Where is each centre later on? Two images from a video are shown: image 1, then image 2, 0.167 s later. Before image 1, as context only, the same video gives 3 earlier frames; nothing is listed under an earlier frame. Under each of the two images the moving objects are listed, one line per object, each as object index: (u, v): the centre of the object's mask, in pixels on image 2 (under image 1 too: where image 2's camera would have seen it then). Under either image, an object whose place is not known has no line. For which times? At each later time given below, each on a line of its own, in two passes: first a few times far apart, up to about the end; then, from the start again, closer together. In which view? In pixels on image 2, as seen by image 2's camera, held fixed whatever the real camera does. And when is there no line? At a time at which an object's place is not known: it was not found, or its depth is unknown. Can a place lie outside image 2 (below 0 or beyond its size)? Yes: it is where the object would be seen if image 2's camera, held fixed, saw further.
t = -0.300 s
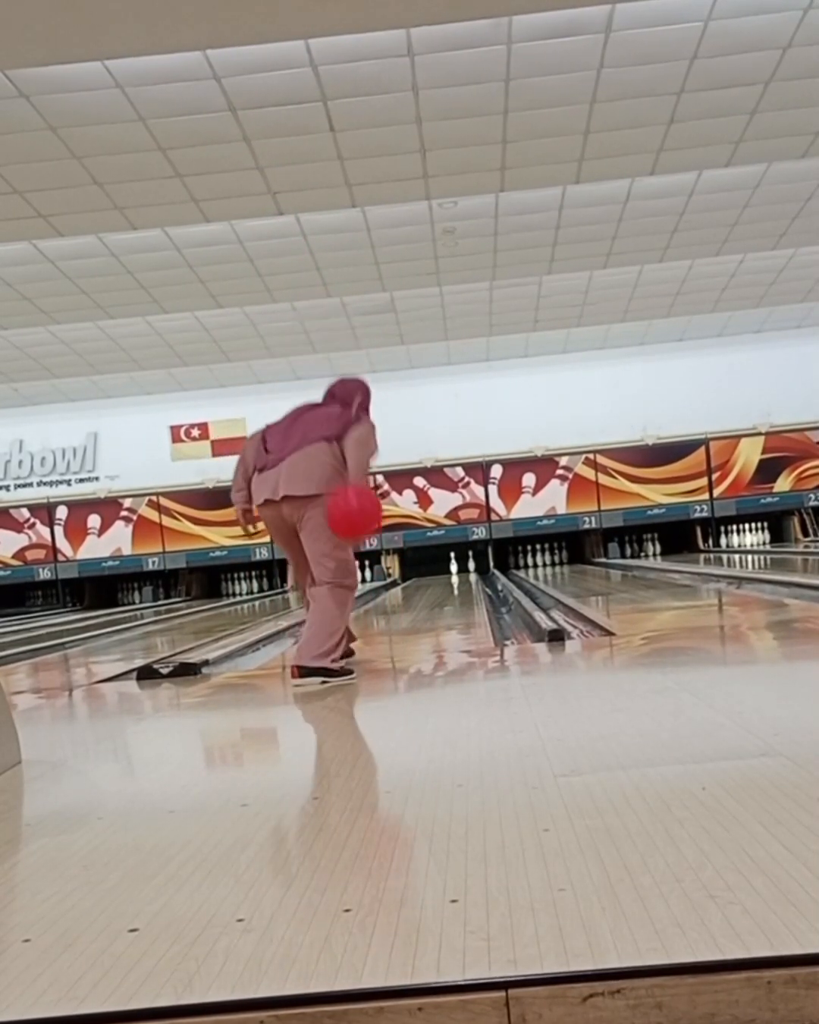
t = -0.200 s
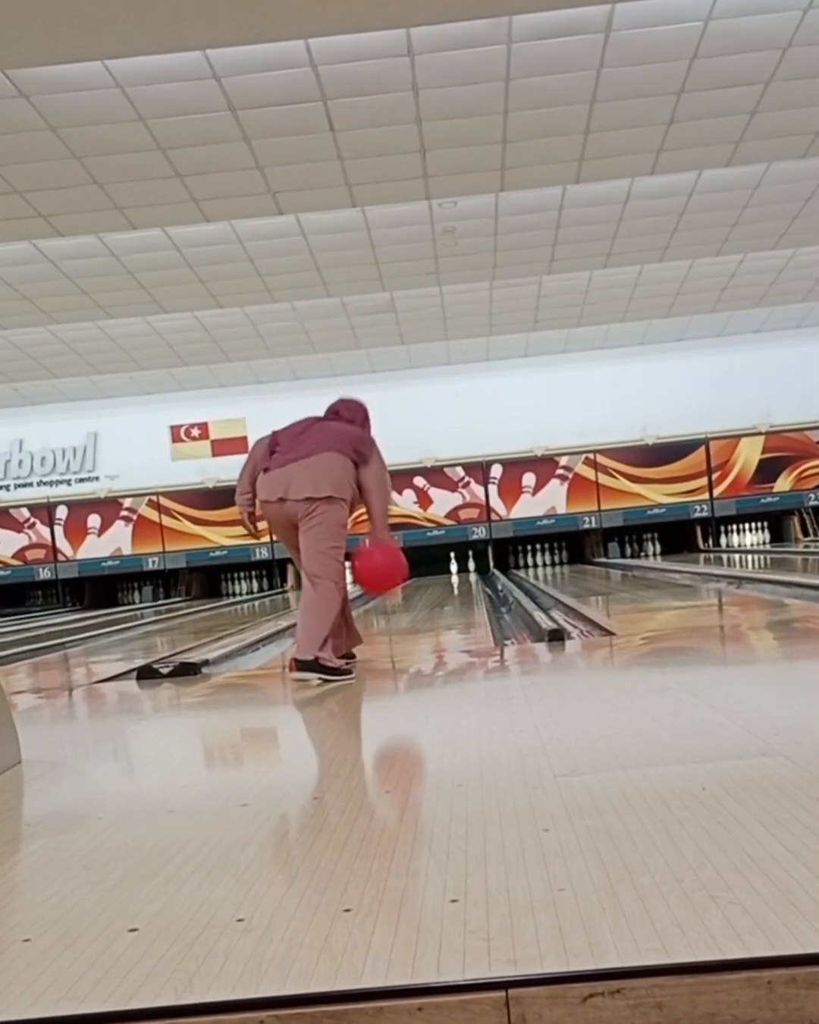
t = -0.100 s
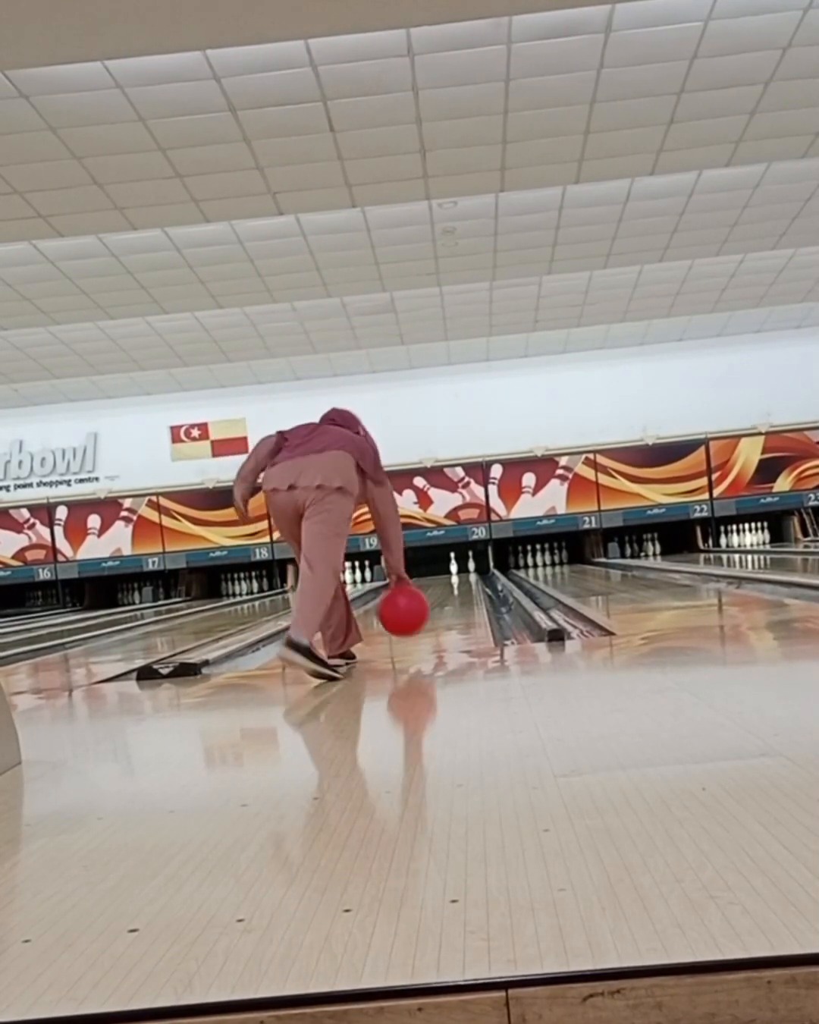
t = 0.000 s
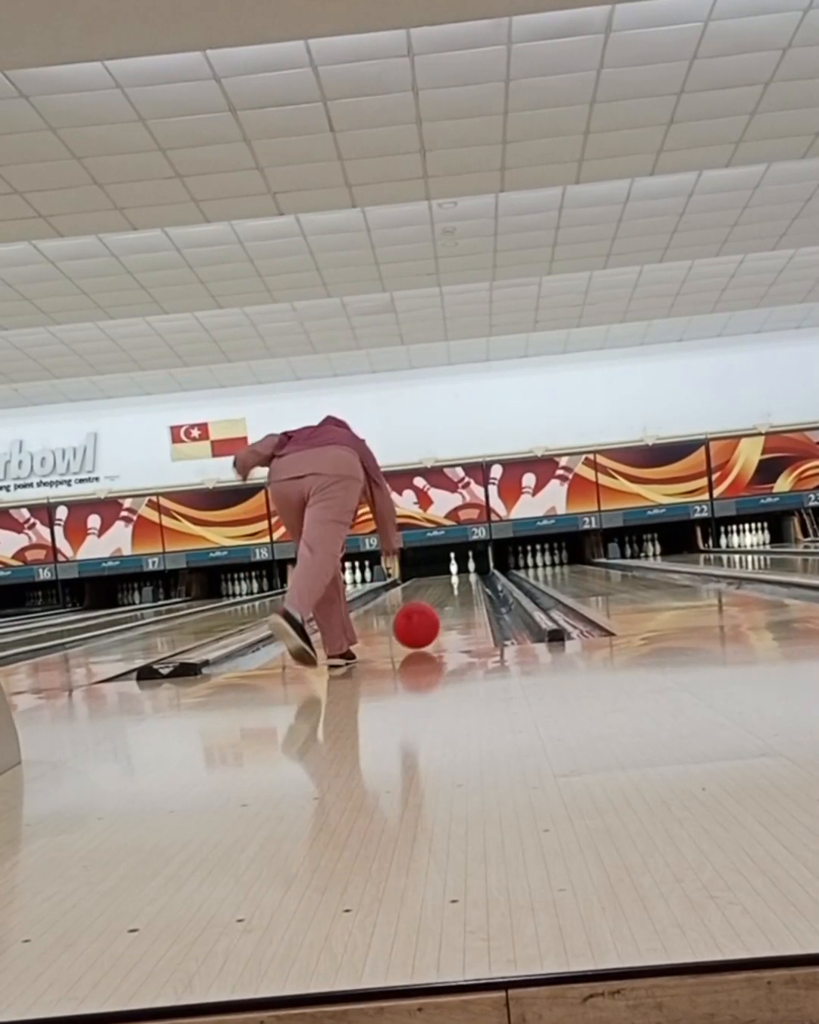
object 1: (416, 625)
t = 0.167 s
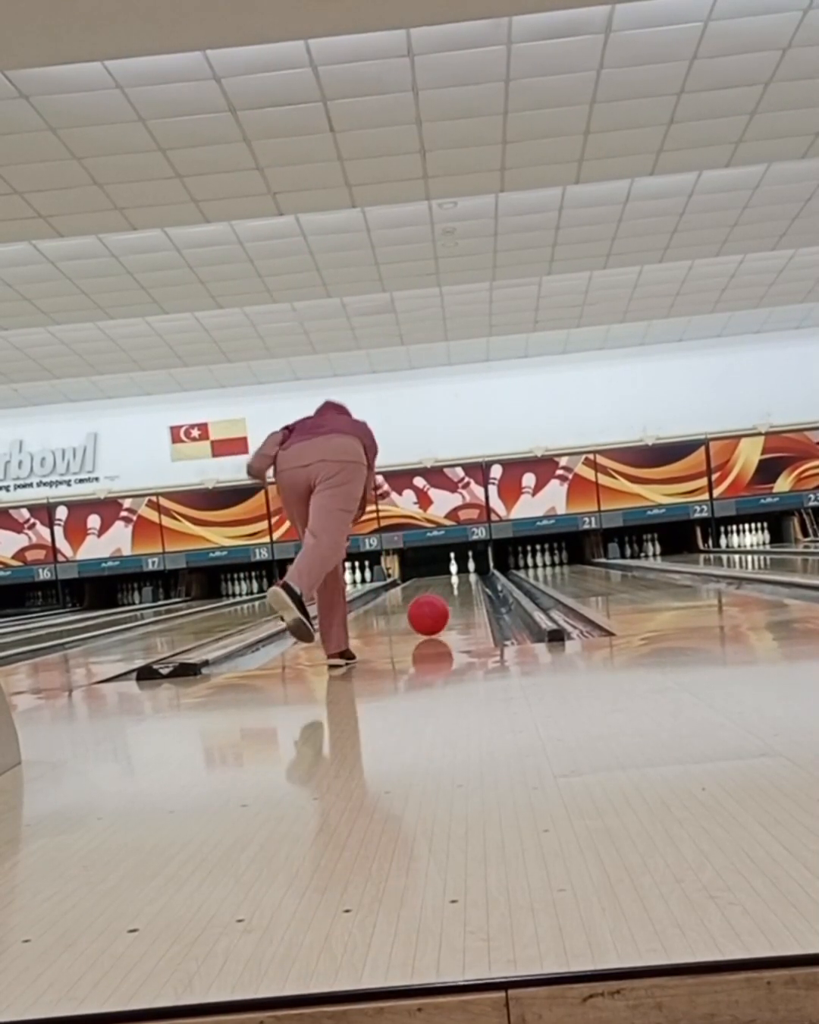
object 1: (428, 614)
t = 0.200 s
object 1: (430, 613)
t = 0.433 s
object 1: (443, 604)
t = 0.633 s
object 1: (451, 597)
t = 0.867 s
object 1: (458, 591)
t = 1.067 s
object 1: (462, 587)
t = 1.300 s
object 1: (467, 583)
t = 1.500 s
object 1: (469, 581)
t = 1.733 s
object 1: (472, 578)
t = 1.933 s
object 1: (474, 576)
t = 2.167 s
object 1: (477, 574)
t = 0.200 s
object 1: (430, 613)
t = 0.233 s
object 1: (432, 612)
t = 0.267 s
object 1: (435, 611)
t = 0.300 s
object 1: (436, 609)
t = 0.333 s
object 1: (438, 607)
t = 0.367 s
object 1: (440, 606)
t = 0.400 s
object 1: (441, 605)
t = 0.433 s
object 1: (443, 604)
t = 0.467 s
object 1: (444, 602)
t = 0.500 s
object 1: (446, 601)
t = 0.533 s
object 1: (447, 600)
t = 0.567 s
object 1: (448, 599)
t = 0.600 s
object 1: (450, 598)
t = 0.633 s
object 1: (451, 597)
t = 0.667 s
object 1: (452, 596)
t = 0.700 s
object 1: (453, 595)
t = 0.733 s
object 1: (454, 594)
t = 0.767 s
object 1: (455, 593)
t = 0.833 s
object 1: (457, 592)
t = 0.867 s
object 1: (458, 591)
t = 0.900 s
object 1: (458, 590)
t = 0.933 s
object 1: (459, 590)
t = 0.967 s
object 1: (460, 589)
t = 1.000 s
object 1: (461, 589)
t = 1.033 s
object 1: (462, 588)
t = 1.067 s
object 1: (462, 587)
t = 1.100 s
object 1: (463, 587)
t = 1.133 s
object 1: (464, 586)
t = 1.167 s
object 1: (465, 585)
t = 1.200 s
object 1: (465, 585)
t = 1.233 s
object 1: (466, 584)
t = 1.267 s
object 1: (467, 584)
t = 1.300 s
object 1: (467, 583)
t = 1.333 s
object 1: (467, 583)
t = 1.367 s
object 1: (468, 582)
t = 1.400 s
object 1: (468, 582)
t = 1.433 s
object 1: (469, 581)
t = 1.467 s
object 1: (469, 581)
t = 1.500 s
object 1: (469, 581)
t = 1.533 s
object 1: (470, 580)
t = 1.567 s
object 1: (470, 580)
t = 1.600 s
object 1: (471, 579)
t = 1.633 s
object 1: (471, 579)
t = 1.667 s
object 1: (471, 578)
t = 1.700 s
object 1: (472, 578)
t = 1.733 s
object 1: (472, 578)
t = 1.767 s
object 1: (473, 578)
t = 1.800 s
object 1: (473, 577)
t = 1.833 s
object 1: (474, 577)
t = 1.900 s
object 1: (474, 577)
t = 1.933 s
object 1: (474, 576)
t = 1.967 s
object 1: (475, 576)
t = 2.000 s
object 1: (475, 575)
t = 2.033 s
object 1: (475, 575)
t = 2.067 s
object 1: (476, 575)
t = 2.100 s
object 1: (476, 575)
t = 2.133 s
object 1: (477, 574)
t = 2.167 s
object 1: (477, 574)
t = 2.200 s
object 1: (477, 574)
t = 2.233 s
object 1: (478, 573)
